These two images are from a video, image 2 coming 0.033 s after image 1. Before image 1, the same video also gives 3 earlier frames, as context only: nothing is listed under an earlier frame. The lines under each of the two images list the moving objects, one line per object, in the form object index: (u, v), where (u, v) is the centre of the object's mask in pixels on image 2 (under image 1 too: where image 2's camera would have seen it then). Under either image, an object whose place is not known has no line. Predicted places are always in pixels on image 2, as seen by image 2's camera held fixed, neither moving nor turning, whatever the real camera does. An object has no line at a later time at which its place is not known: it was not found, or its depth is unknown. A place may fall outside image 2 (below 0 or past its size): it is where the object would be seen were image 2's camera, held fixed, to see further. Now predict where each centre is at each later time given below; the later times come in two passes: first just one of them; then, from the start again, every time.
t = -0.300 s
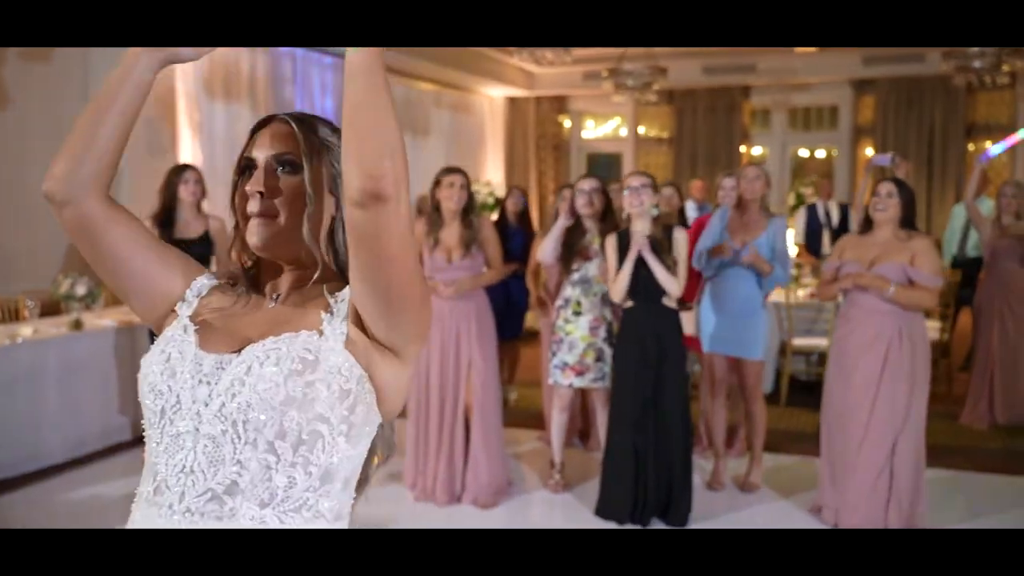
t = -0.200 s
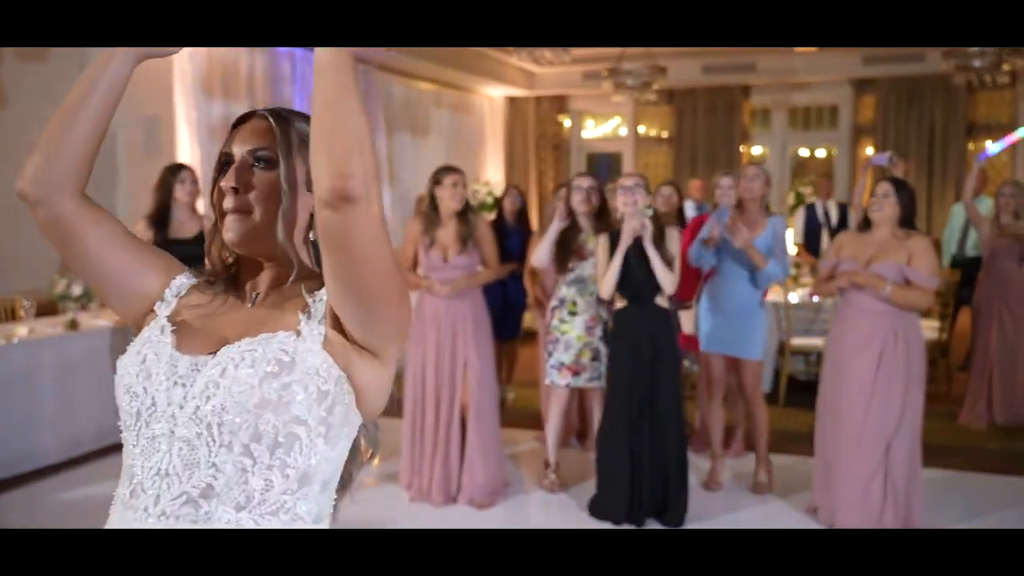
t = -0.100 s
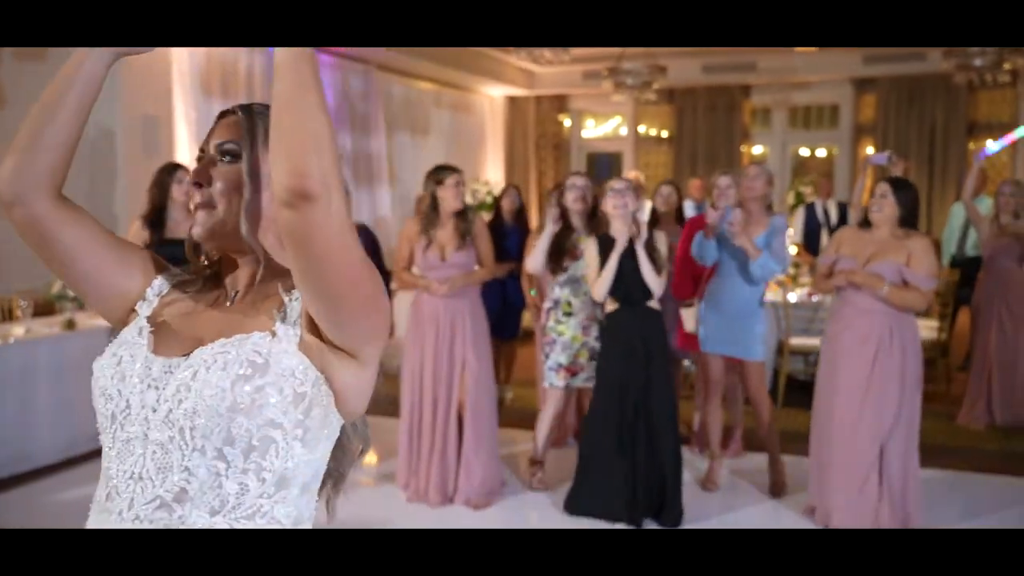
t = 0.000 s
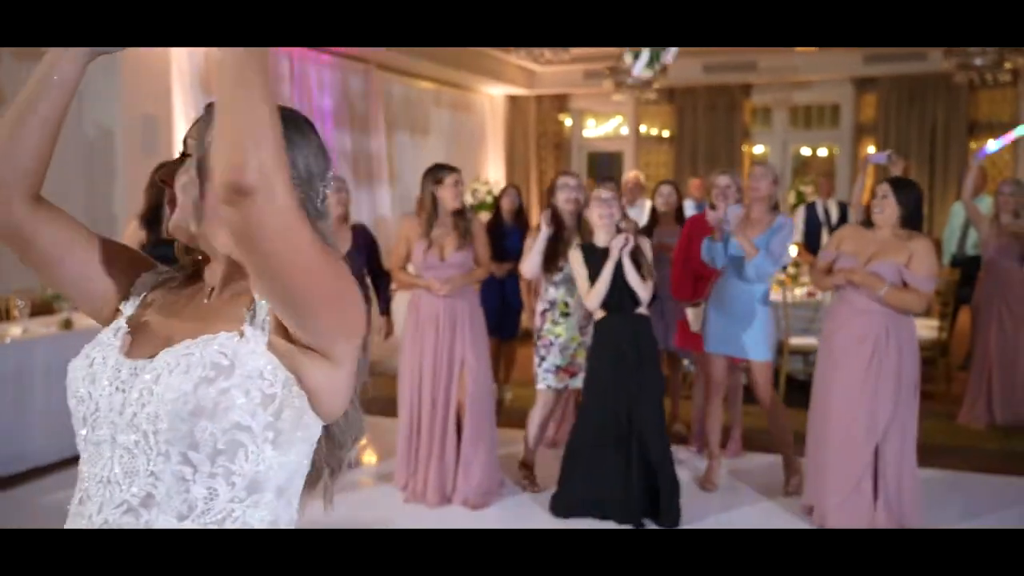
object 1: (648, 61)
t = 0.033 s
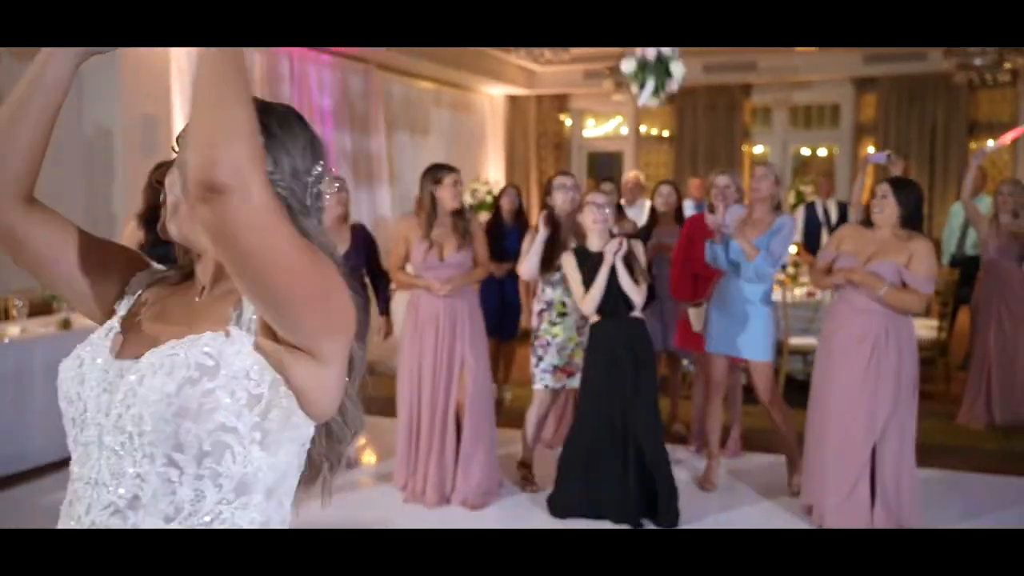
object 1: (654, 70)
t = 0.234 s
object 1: (679, 257)
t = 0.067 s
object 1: (659, 99)
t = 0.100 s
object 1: (664, 129)
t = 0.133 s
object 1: (667, 161)
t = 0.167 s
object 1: (672, 193)
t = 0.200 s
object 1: (676, 226)
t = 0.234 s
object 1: (679, 257)
